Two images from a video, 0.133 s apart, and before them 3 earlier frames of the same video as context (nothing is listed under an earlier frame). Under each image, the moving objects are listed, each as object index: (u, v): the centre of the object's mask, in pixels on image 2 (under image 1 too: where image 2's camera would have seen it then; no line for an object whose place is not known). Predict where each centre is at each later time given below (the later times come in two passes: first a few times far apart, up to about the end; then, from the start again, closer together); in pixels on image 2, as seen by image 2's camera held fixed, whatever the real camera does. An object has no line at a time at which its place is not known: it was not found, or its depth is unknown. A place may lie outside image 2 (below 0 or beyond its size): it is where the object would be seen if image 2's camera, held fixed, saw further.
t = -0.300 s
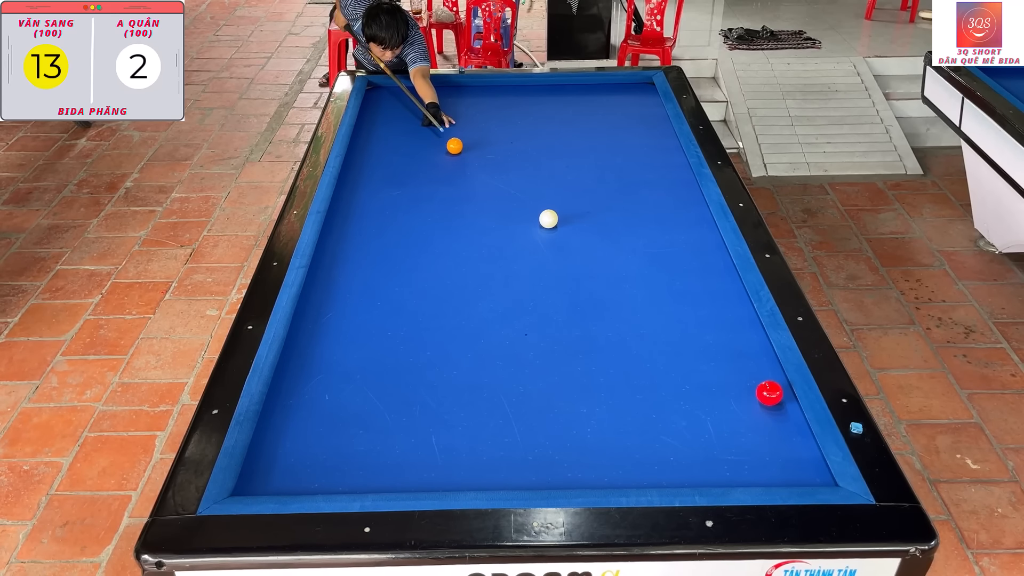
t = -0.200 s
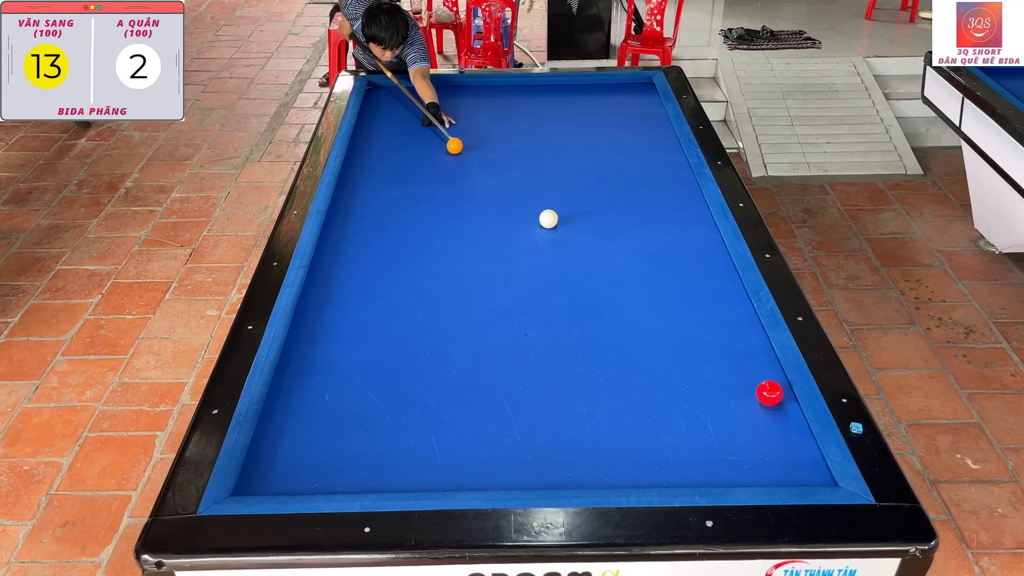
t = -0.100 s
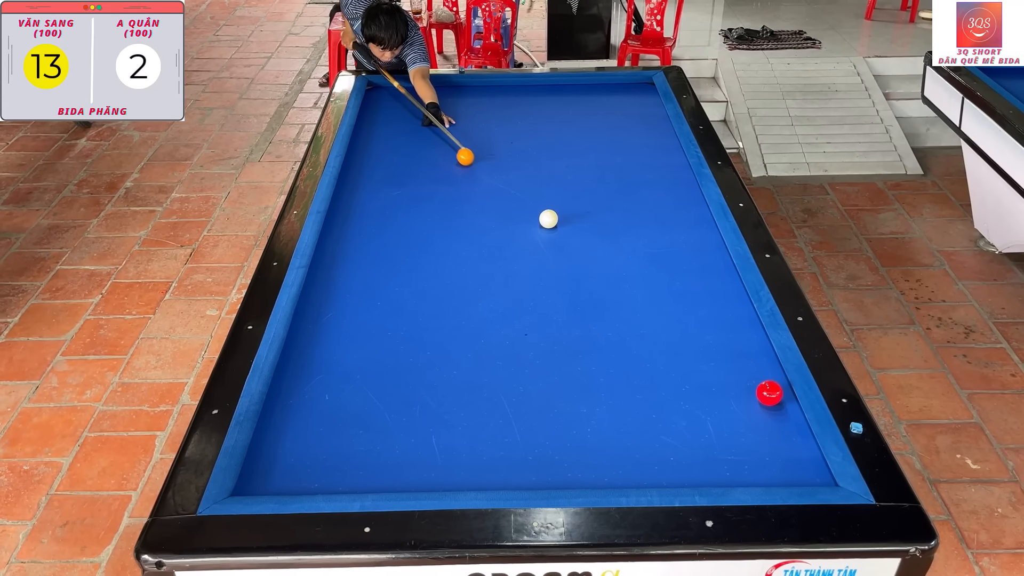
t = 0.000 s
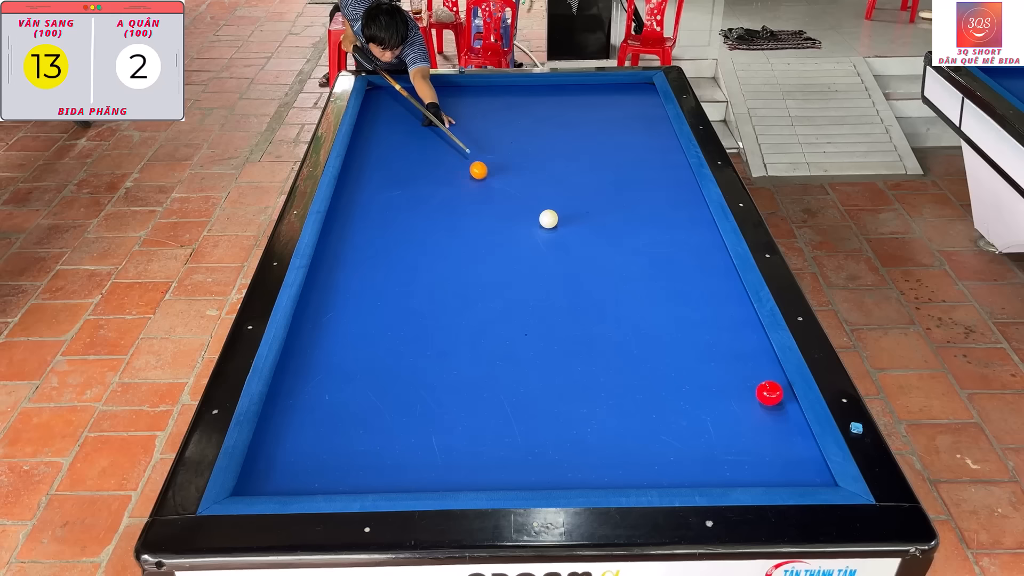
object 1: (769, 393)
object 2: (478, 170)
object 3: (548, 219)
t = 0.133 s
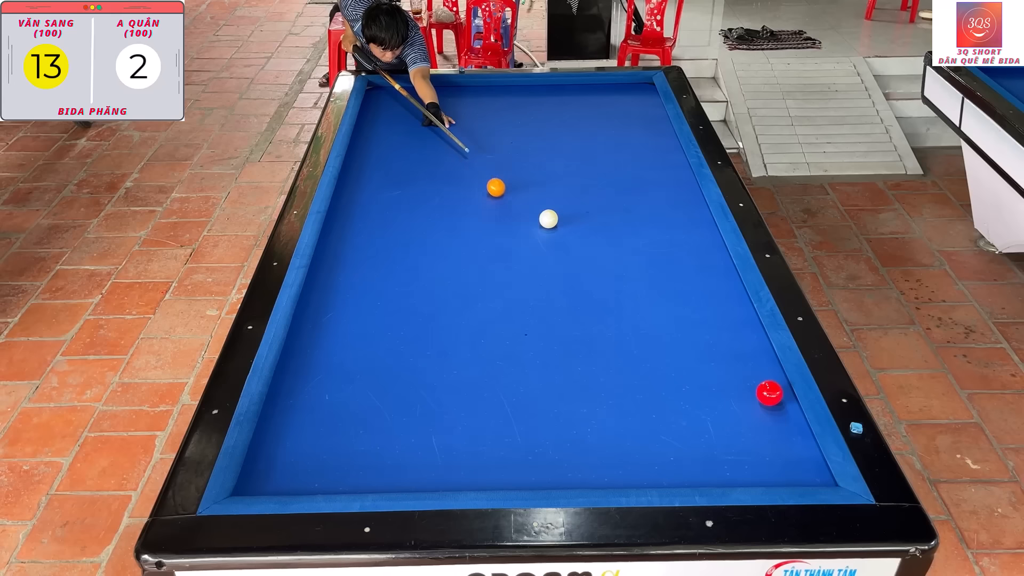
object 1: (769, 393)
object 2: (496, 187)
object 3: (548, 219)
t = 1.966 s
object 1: (769, 393)
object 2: (695, 446)
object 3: (627, 214)
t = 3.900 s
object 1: (760, 400)
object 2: (693, 264)
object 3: (683, 210)
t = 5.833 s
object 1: (755, 399)
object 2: (612, 172)
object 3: (693, 208)
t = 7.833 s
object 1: (755, 399)
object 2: (568, 119)
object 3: (693, 208)
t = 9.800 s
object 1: (755, 399)
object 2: (545, 88)
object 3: (693, 208)
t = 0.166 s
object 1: (769, 393)
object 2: (500, 191)
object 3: (548, 219)
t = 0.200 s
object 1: (769, 393)
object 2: (504, 195)
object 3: (548, 219)
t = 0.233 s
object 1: (769, 393)
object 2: (508, 199)
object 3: (548, 219)
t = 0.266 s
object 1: (769, 393)
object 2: (512, 203)
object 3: (548, 219)
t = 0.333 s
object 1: (769, 393)
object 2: (521, 211)
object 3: (548, 219)
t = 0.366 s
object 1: (769, 393)
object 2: (525, 216)
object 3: (548, 219)
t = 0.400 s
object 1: (769, 393)
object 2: (529, 220)
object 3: (548, 219)
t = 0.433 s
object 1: (769, 393)
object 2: (531, 224)
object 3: (551, 219)
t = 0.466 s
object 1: (769, 393)
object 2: (534, 228)
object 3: (553, 218)
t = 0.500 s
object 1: (769, 393)
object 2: (536, 233)
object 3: (555, 218)
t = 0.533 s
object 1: (769, 393)
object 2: (538, 237)
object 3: (557, 218)
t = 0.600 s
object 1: (769, 393)
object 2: (544, 247)
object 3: (561, 218)
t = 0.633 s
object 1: (769, 393)
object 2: (546, 251)
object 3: (562, 218)
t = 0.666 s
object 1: (769, 393)
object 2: (549, 256)
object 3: (564, 218)
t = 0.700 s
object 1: (769, 393)
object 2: (552, 261)
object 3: (566, 218)
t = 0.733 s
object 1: (769, 393)
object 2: (555, 266)
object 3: (568, 218)
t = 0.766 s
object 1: (769, 393)
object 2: (557, 272)
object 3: (570, 218)
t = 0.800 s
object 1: (769, 393)
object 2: (560, 277)
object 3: (572, 217)
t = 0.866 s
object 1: (769, 393)
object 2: (566, 287)
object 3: (575, 217)
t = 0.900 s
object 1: (769, 393)
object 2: (569, 293)
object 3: (577, 217)
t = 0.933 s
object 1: (769, 393)
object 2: (572, 298)
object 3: (579, 217)
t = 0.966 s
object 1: (769, 393)
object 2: (575, 304)
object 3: (581, 217)
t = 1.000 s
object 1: (769, 393)
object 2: (579, 310)
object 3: (582, 217)
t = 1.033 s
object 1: (769, 393)
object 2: (582, 316)
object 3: (584, 217)
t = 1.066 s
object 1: (769, 393)
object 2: (585, 322)
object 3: (586, 217)
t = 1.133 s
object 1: (769, 393)
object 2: (592, 334)
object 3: (589, 217)
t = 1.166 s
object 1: (769, 393)
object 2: (595, 340)
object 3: (591, 216)
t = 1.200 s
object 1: (769, 393)
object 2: (599, 347)
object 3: (592, 216)
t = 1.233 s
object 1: (769, 393)
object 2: (603, 353)
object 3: (594, 216)
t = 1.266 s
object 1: (769, 393)
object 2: (606, 360)
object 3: (596, 216)
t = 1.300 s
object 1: (769, 393)
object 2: (610, 367)
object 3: (597, 216)
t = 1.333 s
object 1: (769, 393)
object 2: (614, 374)
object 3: (599, 216)
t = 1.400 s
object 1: (769, 393)
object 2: (622, 388)
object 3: (602, 216)
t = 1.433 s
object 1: (769, 393)
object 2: (626, 396)
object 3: (604, 216)
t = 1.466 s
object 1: (769, 393)
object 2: (631, 403)
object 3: (605, 216)
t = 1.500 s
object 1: (769, 393)
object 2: (635, 411)
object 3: (607, 216)
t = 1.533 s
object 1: (769, 393)
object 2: (639, 419)
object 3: (608, 216)
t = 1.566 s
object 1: (769, 393)
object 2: (644, 427)
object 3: (610, 216)
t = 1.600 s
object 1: (769, 393)
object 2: (648, 435)
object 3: (611, 215)
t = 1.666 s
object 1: (769, 393)
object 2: (658, 452)
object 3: (614, 215)
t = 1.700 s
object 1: (769, 393)
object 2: (663, 461)
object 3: (616, 215)
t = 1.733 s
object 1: (769, 393)
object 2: (668, 470)
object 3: (617, 215)
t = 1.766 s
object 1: (769, 393)
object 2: (673, 477)
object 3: (619, 215)
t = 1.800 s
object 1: (769, 393)
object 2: (677, 476)
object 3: (620, 215)
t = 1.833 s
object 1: (769, 393)
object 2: (681, 470)
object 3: (622, 215)
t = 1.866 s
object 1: (769, 393)
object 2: (684, 463)
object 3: (623, 215)
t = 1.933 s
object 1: (769, 393)
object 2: (691, 451)
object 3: (626, 214)
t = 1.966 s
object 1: (769, 393)
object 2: (695, 446)
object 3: (627, 214)
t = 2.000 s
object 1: (769, 393)
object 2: (698, 441)
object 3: (628, 214)
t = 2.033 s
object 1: (769, 393)
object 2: (702, 436)
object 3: (630, 214)
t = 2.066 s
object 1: (769, 393)
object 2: (705, 432)
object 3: (631, 214)
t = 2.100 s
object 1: (769, 393)
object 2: (709, 428)
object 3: (633, 214)
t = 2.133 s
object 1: (769, 393)
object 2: (712, 424)
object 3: (634, 214)
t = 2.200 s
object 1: (769, 393)
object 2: (719, 417)
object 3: (636, 214)
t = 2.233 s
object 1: (769, 393)
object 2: (722, 413)
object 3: (638, 214)
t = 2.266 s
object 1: (769, 393)
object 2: (726, 409)
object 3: (639, 214)
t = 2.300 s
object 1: (769, 393)
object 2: (729, 405)
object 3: (640, 214)
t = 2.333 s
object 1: (769, 393)
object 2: (732, 402)
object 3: (641, 214)
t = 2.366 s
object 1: (769, 393)
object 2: (735, 398)
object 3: (643, 214)
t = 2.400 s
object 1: (769, 393)
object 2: (738, 394)
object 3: (644, 214)
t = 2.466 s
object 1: (771, 393)
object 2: (743, 387)
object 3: (646, 213)
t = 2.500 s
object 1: (773, 393)
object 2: (744, 383)
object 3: (647, 213)
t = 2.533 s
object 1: (775, 394)
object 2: (745, 380)
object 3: (648, 213)
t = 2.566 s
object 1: (777, 394)
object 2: (746, 376)
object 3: (650, 213)
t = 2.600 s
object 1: (779, 394)
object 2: (746, 372)
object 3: (651, 213)
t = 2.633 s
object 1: (780, 395)
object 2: (747, 369)
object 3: (652, 213)
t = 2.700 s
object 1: (782, 395)
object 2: (749, 362)
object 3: (654, 213)
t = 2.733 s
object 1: (781, 395)
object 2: (750, 358)
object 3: (655, 213)
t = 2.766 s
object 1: (780, 396)
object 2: (751, 355)
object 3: (656, 213)
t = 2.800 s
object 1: (779, 396)
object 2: (752, 352)
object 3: (657, 213)
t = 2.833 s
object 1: (779, 396)
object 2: (753, 348)
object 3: (658, 213)
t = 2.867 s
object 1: (778, 396)
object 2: (754, 345)
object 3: (659, 213)
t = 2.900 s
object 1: (777, 397)
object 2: (754, 342)
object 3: (660, 213)
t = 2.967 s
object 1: (775, 397)
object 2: (756, 336)
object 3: (662, 212)
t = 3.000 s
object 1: (775, 397)
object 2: (754, 333)
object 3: (663, 212)
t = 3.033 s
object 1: (774, 397)
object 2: (751, 330)
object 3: (664, 212)
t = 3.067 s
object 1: (773, 398)
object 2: (748, 327)
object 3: (665, 212)
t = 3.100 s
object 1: (773, 398)
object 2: (746, 324)
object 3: (666, 212)
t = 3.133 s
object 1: (772, 398)
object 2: (743, 321)
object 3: (667, 212)
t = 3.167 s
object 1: (771, 398)
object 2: (741, 318)
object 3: (668, 212)
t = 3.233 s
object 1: (770, 398)
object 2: (736, 313)
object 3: (669, 212)
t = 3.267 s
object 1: (769, 399)
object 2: (734, 310)
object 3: (670, 212)
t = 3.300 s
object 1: (769, 399)
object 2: (731, 307)
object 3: (671, 212)
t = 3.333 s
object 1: (768, 399)
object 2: (729, 304)
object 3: (672, 212)
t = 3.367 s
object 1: (768, 399)
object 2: (727, 302)
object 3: (673, 212)
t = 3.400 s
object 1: (767, 399)
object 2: (724, 299)
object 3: (673, 211)
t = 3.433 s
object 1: (766, 399)
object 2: (722, 297)
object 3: (674, 211)
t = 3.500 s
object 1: (765, 400)
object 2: (718, 292)
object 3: (676, 211)
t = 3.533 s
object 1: (765, 400)
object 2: (716, 289)
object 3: (676, 211)
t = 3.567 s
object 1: (764, 400)
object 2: (713, 287)
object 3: (677, 211)
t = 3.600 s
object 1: (764, 400)
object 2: (711, 284)
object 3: (678, 211)
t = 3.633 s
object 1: (763, 400)
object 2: (709, 282)
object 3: (678, 211)
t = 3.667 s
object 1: (763, 400)
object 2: (707, 279)
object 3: (679, 211)
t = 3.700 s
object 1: (762, 400)
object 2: (705, 277)
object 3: (680, 211)
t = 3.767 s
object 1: (761, 400)
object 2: (701, 273)
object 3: (681, 211)
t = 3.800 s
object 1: (761, 400)
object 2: (699, 270)
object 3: (681, 211)
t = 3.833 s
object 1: (760, 400)
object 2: (697, 268)
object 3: (682, 210)
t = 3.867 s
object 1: (760, 400)
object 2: (695, 266)
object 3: (683, 210)
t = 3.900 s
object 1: (760, 400)
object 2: (693, 264)
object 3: (683, 210)
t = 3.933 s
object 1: (759, 400)
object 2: (691, 262)
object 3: (684, 210)
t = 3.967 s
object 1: (759, 400)
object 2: (689, 260)
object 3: (684, 210)
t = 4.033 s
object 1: (758, 400)
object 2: (686, 255)
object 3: (685, 210)
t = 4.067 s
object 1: (758, 400)
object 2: (684, 253)
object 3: (686, 210)
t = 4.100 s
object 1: (758, 400)
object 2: (682, 251)
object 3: (686, 210)
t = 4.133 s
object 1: (757, 400)
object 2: (680, 249)
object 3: (687, 210)
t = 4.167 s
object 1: (757, 400)
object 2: (679, 247)
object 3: (687, 210)
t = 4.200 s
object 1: (757, 400)
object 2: (677, 245)
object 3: (688, 210)
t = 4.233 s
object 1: (757, 400)
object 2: (675, 243)
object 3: (688, 210)
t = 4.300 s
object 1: (756, 399)
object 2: (672, 240)
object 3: (689, 209)
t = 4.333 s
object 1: (756, 399)
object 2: (670, 238)
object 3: (689, 209)
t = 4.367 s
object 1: (756, 399)
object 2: (668, 236)
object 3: (690, 209)
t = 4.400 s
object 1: (756, 399)
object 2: (667, 234)
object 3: (690, 209)
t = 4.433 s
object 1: (756, 399)
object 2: (665, 232)
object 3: (690, 209)
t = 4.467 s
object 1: (756, 399)
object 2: (664, 231)
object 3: (691, 209)
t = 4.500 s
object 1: (756, 399)
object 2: (662, 229)
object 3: (691, 209)
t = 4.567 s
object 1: (756, 399)
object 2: (659, 225)
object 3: (691, 209)
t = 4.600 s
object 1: (756, 399)
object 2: (657, 224)
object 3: (692, 209)
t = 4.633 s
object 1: (756, 399)
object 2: (656, 222)
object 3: (692, 209)
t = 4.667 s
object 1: (755, 399)
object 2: (654, 220)
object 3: (692, 209)
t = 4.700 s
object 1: (755, 399)
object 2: (653, 219)
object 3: (692, 209)
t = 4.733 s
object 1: (755, 399)
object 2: (652, 217)
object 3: (693, 209)
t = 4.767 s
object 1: (755, 399)
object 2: (650, 215)
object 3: (693, 208)
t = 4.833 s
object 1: (755, 399)
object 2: (647, 212)
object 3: (693, 208)
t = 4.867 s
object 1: (755, 399)
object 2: (646, 211)
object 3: (693, 208)
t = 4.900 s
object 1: (755, 399)
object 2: (645, 209)
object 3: (693, 208)
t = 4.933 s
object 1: (755, 399)
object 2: (643, 208)
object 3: (693, 208)
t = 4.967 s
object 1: (755, 399)
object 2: (642, 206)
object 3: (693, 208)
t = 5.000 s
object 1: (755, 399)
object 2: (641, 205)
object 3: (693, 208)
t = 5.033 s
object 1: (755, 399)
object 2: (639, 203)
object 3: (693, 208)
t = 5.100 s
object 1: (755, 399)
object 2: (637, 200)
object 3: (693, 208)
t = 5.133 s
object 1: (755, 399)
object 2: (635, 199)
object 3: (693, 208)
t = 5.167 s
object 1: (755, 399)
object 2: (634, 197)
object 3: (694, 208)
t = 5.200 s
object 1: (755, 399)
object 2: (633, 196)
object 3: (694, 208)
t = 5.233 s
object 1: (755, 399)
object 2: (632, 195)
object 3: (694, 208)
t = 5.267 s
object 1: (755, 399)
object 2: (630, 193)
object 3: (694, 208)
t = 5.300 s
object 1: (755, 399)
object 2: (629, 192)
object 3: (694, 208)
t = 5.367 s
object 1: (755, 399)
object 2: (627, 189)
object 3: (694, 208)
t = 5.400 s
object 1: (755, 399)
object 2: (626, 188)
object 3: (694, 208)
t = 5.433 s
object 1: (755, 399)
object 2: (625, 187)
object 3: (693, 208)
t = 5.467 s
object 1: (755, 399)
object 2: (623, 185)
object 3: (694, 208)
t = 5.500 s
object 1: (755, 399)
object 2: (622, 184)
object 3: (693, 208)
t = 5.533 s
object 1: (755, 399)
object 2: (621, 183)
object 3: (693, 208)
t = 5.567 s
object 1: (755, 399)
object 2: (620, 182)
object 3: (693, 208)
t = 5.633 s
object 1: (755, 399)
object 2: (618, 179)
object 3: (693, 208)
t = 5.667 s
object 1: (755, 399)
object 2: (617, 178)
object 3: (693, 208)
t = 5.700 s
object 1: (755, 399)
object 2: (616, 177)
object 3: (693, 208)
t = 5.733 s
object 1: (755, 399)
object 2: (615, 176)
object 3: (693, 208)
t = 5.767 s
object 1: (755, 399)
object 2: (614, 174)
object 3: (693, 208)
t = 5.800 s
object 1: (755, 399)
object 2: (613, 173)
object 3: (693, 208)
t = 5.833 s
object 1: (755, 399)
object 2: (612, 172)
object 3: (693, 208)
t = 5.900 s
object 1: (755, 399)
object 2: (610, 170)
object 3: (693, 208)
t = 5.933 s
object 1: (755, 399)
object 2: (609, 168)
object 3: (693, 208)
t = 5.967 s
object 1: (755, 399)
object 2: (608, 167)
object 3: (693, 208)
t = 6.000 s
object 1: (755, 399)
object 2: (607, 166)
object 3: (693, 208)
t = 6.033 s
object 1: (755, 399)
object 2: (606, 165)
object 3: (694, 208)
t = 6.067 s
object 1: (755, 399)
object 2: (605, 164)
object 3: (693, 208)
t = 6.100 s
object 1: (755, 399)
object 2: (604, 163)
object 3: (693, 208)
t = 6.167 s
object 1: (755, 399)
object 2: (602, 161)
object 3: (693, 208)
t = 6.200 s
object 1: (755, 399)
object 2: (601, 160)
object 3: (693, 208)
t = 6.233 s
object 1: (755, 399)
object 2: (600, 159)
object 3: (693, 208)
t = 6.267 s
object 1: (755, 399)
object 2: (599, 158)
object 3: (693, 208)
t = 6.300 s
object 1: (755, 399)
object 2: (598, 157)
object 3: (693, 208)
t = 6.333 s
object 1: (755, 399)
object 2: (597, 156)
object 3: (693, 208)
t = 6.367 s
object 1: (755, 399)
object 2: (596, 155)
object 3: (693, 208)
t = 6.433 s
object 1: (755, 399)
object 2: (595, 153)
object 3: (693, 208)
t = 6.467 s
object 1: (755, 399)
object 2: (594, 152)
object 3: (693, 208)
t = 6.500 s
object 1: (755, 399)
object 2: (593, 151)
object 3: (693, 208)
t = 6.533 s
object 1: (755, 399)
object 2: (592, 150)
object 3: (693, 208)
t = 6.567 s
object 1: (755, 399)
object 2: (592, 149)
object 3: (693, 208)
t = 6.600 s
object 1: (755, 399)
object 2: (591, 148)
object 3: (693, 208)
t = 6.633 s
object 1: (755, 399)
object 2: (590, 147)
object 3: (693, 208)
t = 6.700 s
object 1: (755, 399)
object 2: (589, 145)
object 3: (693, 208)
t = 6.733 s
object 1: (755, 399)
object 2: (588, 144)
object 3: (693, 208)
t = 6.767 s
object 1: (755, 399)
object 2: (587, 143)
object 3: (693, 208)
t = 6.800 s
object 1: (755, 399)
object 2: (586, 142)
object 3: (693, 208)
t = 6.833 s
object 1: (755, 399)
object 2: (586, 142)
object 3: (693, 208)
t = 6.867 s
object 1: (755, 399)
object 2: (585, 141)
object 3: (693, 208)
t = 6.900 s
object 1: (755, 399)
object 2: (584, 140)
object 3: (693, 208)
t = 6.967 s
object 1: (755, 399)
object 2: (583, 138)
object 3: (693, 208)
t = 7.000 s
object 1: (755, 399)
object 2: (582, 137)
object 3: (693, 208)
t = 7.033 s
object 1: (755, 399)
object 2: (581, 136)
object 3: (693, 208)
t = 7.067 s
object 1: (755, 399)
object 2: (581, 136)
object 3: (693, 208)
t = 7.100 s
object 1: (755, 399)
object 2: (580, 135)
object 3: (693, 208)
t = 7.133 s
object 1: (755, 399)
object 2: (580, 134)
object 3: (693, 208)
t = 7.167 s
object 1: (755, 399)
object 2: (579, 133)
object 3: (693, 208)
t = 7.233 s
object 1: (755, 399)
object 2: (578, 131)
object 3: (693, 208)
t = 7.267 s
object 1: (755, 399)
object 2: (577, 131)
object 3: (693, 208)
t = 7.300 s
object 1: (755, 399)
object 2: (576, 130)
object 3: (693, 208)
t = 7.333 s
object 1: (755, 399)
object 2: (576, 129)
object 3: (693, 208)
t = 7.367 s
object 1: (755, 399)
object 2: (575, 129)
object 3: (693, 208)
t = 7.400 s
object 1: (755, 399)
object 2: (575, 128)
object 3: (693, 208)
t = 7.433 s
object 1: (755, 399)
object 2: (574, 127)
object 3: (693, 208)
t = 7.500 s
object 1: (755, 399)
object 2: (573, 126)
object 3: (693, 208)
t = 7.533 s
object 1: (755, 399)
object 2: (572, 125)
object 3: (693, 208)
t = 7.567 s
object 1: (755, 399)
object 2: (572, 124)
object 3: (693, 208)
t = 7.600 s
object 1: (755, 399)
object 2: (571, 123)
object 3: (693, 208)
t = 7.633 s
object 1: (755, 399)
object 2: (571, 123)
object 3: (693, 208)
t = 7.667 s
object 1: (755, 399)
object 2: (570, 122)
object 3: (693, 208)
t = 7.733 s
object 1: (755, 399)
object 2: (569, 120)
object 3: (693, 208)
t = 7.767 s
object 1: (755, 399)
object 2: (568, 120)
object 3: (693, 208)
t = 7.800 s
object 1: (755, 399)
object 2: (568, 119)
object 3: (693, 208)
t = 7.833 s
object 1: (755, 399)
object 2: (568, 119)
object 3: (693, 208)
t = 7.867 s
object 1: (755, 399)
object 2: (567, 118)
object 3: (693, 208)
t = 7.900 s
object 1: (755, 399)
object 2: (567, 117)
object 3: (693, 208)
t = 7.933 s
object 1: (755, 399)
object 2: (566, 116)
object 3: (693, 208)
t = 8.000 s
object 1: (755, 399)
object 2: (565, 115)
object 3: (694, 208)
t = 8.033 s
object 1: (755, 399)
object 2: (565, 115)
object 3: (694, 208)
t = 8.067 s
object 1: (755, 399)
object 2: (564, 114)
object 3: (694, 208)
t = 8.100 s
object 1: (755, 399)
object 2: (564, 113)
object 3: (693, 208)
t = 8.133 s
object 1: (755, 399)
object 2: (563, 113)
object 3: (694, 208)
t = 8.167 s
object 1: (755, 399)
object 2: (563, 112)
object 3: (694, 208)
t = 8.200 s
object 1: (755, 399)
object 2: (562, 111)
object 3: (694, 208)
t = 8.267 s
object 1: (755, 399)
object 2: (561, 110)
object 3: (694, 208)
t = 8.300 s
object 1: (755, 399)
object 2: (561, 110)
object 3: (694, 208)
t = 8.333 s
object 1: (755, 399)
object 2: (561, 109)
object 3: (694, 208)
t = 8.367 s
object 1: (755, 399)
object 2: (560, 108)
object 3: (693, 208)
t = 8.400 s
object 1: (755, 399)
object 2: (560, 108)
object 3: (693, 208)
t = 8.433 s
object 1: (755, 399)
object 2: (559, 107)
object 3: (693, 208)
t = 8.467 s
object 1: (755, 399)
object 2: (559, 107)
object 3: (694, 208)
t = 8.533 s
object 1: (755, 399)
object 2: (558, 106)
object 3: (694, 208)
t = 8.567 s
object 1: (755, 399)
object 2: (558, 105)
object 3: (694, 208)
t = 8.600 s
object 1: (755, 399)
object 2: (557, 104)
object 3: (693, 208)
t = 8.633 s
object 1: (755, 399)
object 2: (557, 104)
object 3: (694, 208)
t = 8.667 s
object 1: (755, 399)
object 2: (556, 104)
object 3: (693, 208)
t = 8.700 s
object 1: (755, 399)
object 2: (556, 103)
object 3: (693, 208)
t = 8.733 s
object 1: (755, 399)
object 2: (556, 102)
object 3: (693, 208)
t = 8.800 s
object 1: (755, 399)
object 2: (555, 102)
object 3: (693, 208)
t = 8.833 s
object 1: (755, 399)
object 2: (554, 101)
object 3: (693, 208)
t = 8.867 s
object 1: (755, 399)
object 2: (554, 100)
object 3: (693, 208)
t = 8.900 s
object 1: (755, 399)
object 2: (554, 100)
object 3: (693, 208)
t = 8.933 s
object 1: (755, 399)
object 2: (553, 99)
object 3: (693, 208)
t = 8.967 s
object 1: (755, 399)
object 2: (553, 99)
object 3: (693, 208)
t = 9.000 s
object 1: (755, 399)
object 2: (553, 98)
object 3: (693, 208)
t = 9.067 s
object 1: (755, 399)
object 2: (552, 98)
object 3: (693, 208)
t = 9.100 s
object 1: (755, 399)
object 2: (551, 97)
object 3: (693, 208)
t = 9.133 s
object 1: (755, 399)
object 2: (551, 97)
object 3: (693, 208)
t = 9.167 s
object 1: (755, 399)
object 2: (551, 96)
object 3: (693, 208)
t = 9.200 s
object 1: (755, 399)
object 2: (550, 96)
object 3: (693, 208)
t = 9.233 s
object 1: (755, 399)
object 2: (550, 95)
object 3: (693, 208)
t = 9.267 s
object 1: (755, 399)
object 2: (550, 95)
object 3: (693, 208)
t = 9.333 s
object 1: (755, 399)
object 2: (549, 94)
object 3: (693, 208)
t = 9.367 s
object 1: (755, 399)
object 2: (549, 93)
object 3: (693, 208)
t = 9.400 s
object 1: (755, 399)
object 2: (548, 93)
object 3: (693, 208)
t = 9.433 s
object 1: (755, 399)
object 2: (548, 93)
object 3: (693, 208)
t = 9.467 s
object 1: (755, 399)
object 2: (548, 92)
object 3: (693, 208)
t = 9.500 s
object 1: (755, 399)
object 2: (547, 92)
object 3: (693, 208)
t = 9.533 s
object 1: (755, 399)
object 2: (547, 91)
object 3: (693, 208)
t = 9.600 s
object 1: (755, 399)
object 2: (546, 91)
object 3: (693, 208)
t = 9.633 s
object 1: (755, 399)
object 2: (546, 90)
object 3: (693, 208)
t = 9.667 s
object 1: (755, 399)
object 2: (546, 90)
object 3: (693, 208)
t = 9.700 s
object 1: (756, 399)
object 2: (545, 90)
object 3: (693, 208)
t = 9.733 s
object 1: (756, 399)
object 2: (545, 89)
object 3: (694, 208)
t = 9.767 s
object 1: (756, 399)
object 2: (545, 89)
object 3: (693, 208)
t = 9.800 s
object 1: (755, 399)
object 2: (545, 88)
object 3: (693, 208)
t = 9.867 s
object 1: (755, 399)
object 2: (544, 88)
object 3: (693, 208)
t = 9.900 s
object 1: (755, 399)
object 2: (544, 87)
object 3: (693, 208)
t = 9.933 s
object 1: (755, 399)
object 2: (543, 87)
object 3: (693, 208)
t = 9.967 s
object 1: (755, 399)
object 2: (543, 87)
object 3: (693, 208)
